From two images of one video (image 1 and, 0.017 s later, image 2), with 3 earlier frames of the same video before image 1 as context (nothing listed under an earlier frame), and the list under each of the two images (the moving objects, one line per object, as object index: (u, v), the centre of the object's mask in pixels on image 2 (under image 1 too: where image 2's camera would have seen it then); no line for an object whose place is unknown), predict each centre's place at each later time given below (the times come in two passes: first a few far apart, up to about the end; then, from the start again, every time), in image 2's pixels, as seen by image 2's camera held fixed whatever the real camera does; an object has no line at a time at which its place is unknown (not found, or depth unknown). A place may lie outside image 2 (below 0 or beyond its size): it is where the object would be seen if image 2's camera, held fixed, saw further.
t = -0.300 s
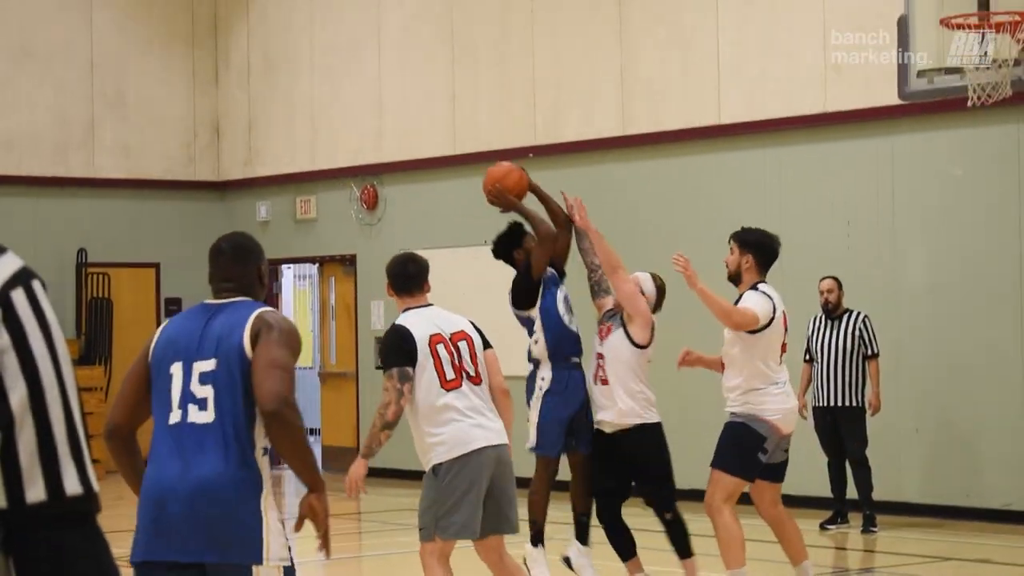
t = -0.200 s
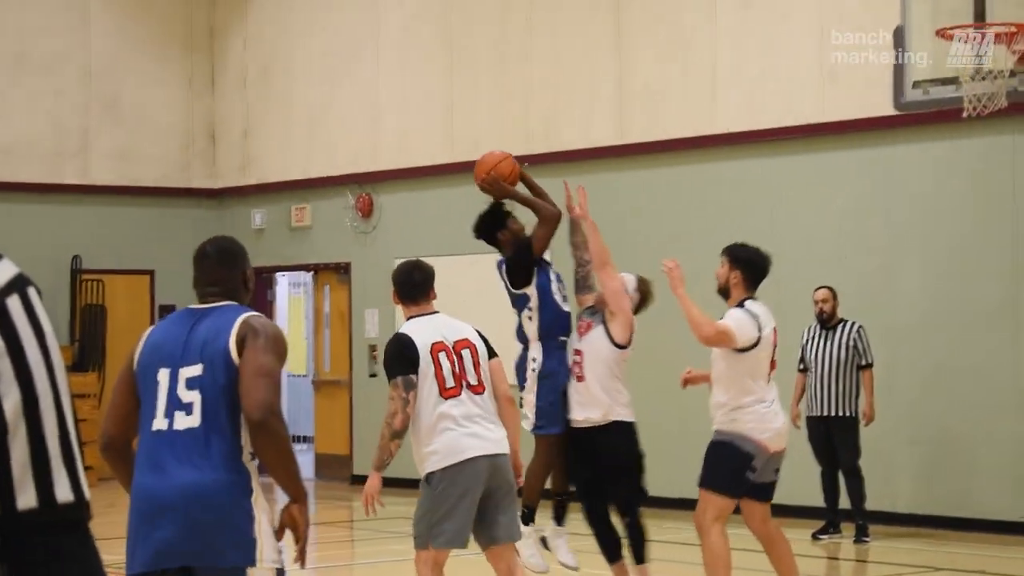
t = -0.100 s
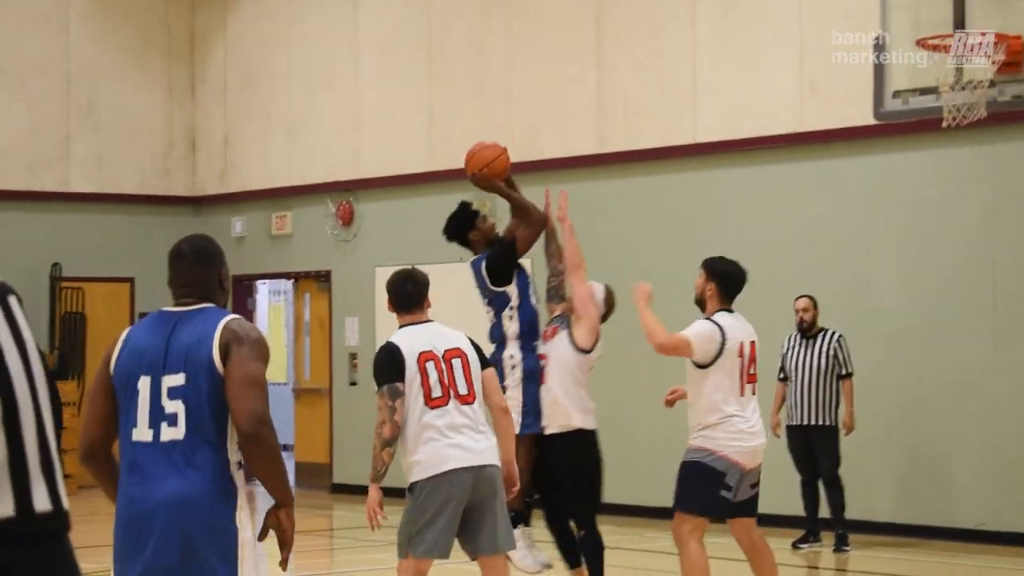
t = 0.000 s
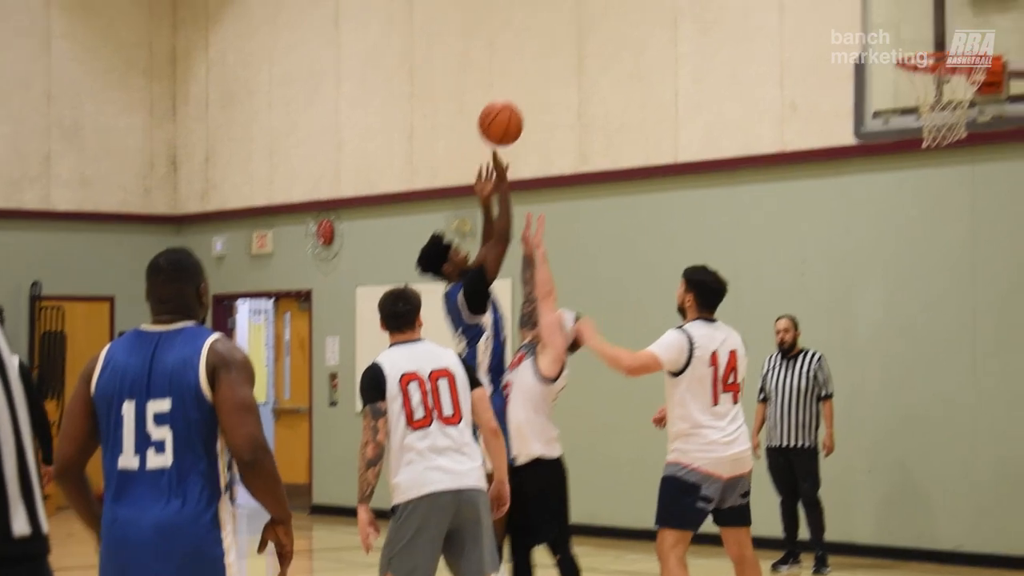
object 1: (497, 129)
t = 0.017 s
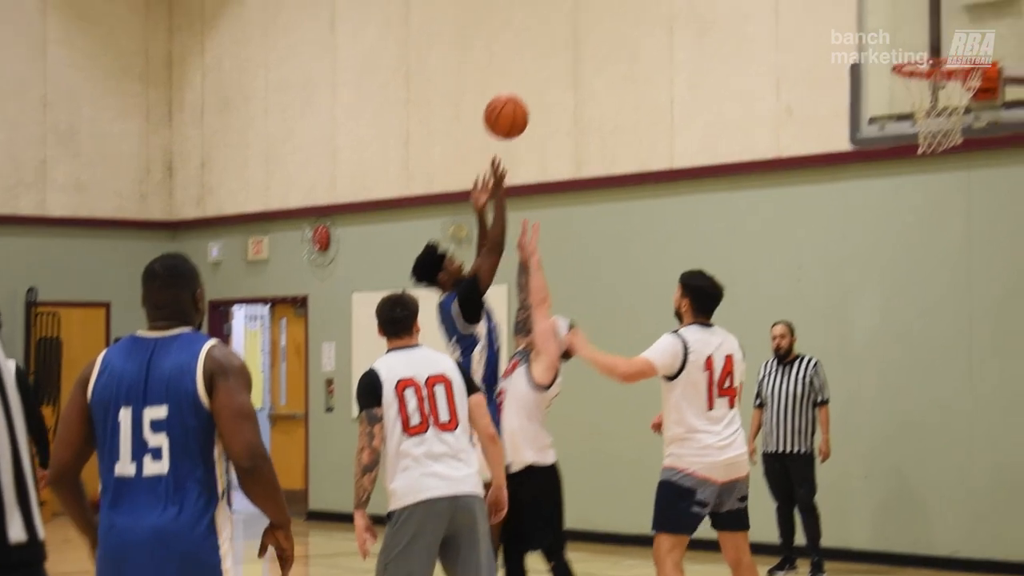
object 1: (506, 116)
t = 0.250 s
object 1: (640, -8)
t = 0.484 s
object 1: (774, -31)
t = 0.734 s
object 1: (907, 36)
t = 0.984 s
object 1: (966, 37)
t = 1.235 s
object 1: (975, 36)
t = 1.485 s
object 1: (979, 38)
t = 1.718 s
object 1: (969, 37)
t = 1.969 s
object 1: (956, 40)
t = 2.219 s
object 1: (935, 113)
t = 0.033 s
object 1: (516, 104)
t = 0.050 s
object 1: (525, 92)
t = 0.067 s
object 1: (534, 81)
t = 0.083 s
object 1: (544, 71)
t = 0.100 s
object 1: (554, 61)
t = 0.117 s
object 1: (563, 51)
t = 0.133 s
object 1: (573, 42)
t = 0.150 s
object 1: (582, 34)
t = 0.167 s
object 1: (592, 26)
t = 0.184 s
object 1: (601, 18)
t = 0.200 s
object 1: (611, 11)
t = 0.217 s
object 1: (620, 4)
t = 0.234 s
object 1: (630, -2)
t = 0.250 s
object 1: (640, -8)
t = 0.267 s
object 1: (650, -13)
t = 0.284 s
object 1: (659, -17)
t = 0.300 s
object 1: (669, -21)
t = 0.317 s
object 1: (678, -25)
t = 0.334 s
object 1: (688, -28)
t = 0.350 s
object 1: (697, -30)
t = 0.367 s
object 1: (707, -32)
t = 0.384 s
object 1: (716, -34)
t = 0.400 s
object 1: (726, -34)
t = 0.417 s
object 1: (735, -35)
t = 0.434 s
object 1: (745, -34)
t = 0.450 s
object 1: (755, -34)
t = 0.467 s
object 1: (764, -33)
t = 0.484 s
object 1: (774, -31)
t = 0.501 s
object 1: (783, -29)
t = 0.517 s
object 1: (793, -26)
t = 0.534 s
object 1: (802, -23)
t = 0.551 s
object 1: (812, -19)
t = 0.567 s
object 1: (821, -15)
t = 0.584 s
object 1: (831, -10)
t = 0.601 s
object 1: (841, -4)
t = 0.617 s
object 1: (850, 1)
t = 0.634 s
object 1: (860, 8)
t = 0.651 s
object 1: (869, 15)
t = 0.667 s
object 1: (879, 23)
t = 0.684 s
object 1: (889, 30)
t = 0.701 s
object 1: (898, 39)
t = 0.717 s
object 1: (903, 40)
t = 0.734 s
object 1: (907, 36)
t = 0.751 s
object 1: (911, 33)
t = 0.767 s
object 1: (915, 31)
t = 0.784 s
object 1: (919, 29)
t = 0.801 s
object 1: (923, 27)
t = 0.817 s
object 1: (927, 26)
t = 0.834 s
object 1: (931, 26)
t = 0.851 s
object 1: (935, 26)
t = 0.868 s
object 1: (940, 26)
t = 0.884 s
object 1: (944, 27)
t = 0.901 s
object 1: (948, 28)
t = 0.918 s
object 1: (952, 30)
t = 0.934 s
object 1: (955, 33)
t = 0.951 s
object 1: (960, 36)
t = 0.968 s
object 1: (964, 38)
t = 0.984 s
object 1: (966, 37)
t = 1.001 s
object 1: (967, 34)
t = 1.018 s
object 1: (967, 31)
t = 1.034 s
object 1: (968, 28)
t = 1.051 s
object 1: (969, 26)
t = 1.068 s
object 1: (969, 24)
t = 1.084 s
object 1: (970, 23)
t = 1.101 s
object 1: (970, 23)
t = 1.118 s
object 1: (971, 23)
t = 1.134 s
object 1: (972, 23)
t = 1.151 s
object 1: (972, 24)
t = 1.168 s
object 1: (973, 25)
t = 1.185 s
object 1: (973, 27)
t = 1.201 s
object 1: (974, 30)
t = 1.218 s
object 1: (975, 33)
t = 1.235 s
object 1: (975, 36)
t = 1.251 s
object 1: (976, 38)
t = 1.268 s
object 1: (976, 37)
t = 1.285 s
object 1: (977, 35)
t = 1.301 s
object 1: (977, 33)
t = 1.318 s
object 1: (977, 30)
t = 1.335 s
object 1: (977, 29)
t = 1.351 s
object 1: (977, 28)
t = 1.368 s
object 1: (977, 28)
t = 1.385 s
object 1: (977, 28)
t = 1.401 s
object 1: (978, 29)
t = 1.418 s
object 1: (978, 31)
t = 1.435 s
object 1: (978, 32)
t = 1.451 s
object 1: (978, 34)
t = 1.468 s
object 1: (978, 36)
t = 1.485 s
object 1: (979, 38)
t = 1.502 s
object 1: (979, 39)
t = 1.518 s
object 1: (979, 37)
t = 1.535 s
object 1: (978, 36)
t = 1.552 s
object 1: (977, 35)
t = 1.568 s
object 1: (976, 35)
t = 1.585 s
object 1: (975, 35)
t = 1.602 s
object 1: (974, 36)
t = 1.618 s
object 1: (973, 36)
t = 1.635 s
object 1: (972, 37)
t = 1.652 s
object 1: (971, 38)
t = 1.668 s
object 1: (971, 39)
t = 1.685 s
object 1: (970, 38)
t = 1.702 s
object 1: (969, 37)
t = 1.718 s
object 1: (969, 37)
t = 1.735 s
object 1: (968, 37)
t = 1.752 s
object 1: (968, 37)
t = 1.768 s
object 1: (967, 37)
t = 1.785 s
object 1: (967, 38)
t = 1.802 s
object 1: (967, 39)
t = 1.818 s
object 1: (965, 39)
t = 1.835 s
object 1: (965, 38)
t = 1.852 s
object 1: (964, 38)
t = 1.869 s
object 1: (963, 38)
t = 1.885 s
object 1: (962, 39)
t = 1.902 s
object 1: (961, 40)
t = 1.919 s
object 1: (960, 40)
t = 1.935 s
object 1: (959, 40)
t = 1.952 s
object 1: (958, 40)
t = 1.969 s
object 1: (956, 40)
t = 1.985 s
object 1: (955, 41)
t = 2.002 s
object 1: (953, 42)
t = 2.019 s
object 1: (951, 43)
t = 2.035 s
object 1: (950, 44)
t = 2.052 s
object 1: (949, 45)
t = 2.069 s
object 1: (947, 47)
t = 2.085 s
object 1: (944, 61)
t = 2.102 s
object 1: (943, 66)
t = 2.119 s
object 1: (940, 71)
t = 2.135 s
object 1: (940, 77)
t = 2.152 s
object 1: (938, 83)
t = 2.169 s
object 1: (937, 89)
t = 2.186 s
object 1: (936, 96)
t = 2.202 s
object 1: (935, 104)
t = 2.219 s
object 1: (935, 113)
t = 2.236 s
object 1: (934, 122)
